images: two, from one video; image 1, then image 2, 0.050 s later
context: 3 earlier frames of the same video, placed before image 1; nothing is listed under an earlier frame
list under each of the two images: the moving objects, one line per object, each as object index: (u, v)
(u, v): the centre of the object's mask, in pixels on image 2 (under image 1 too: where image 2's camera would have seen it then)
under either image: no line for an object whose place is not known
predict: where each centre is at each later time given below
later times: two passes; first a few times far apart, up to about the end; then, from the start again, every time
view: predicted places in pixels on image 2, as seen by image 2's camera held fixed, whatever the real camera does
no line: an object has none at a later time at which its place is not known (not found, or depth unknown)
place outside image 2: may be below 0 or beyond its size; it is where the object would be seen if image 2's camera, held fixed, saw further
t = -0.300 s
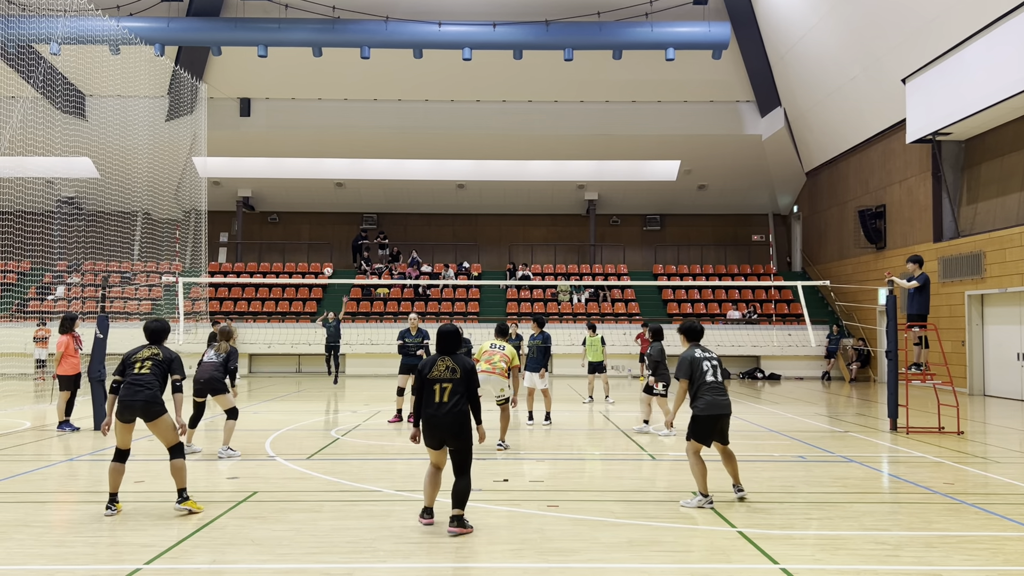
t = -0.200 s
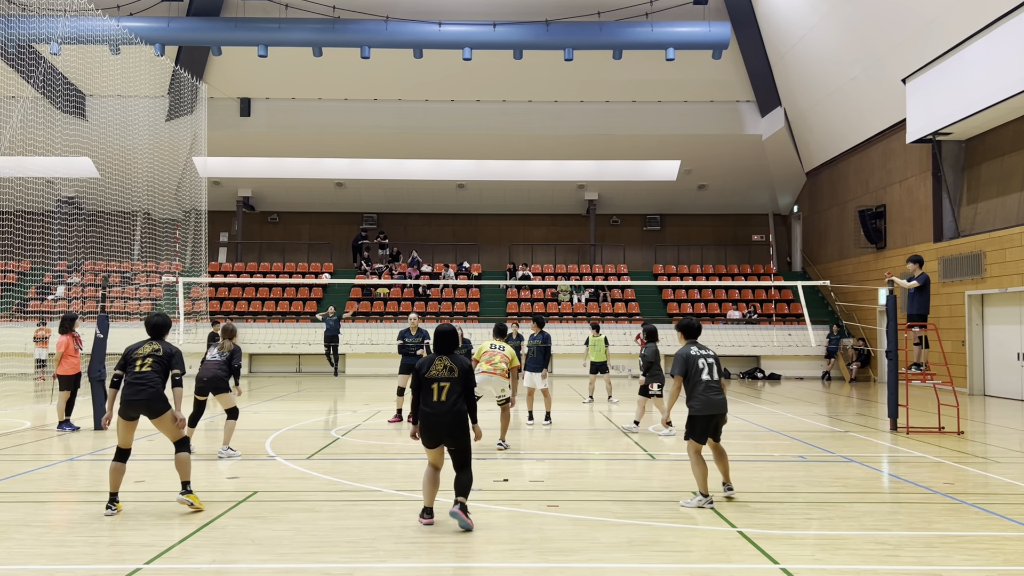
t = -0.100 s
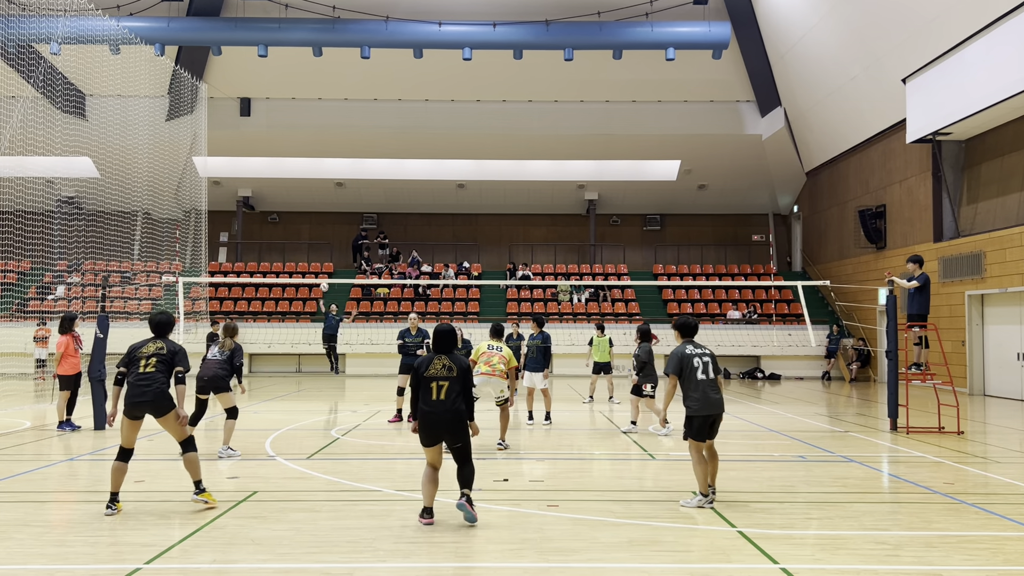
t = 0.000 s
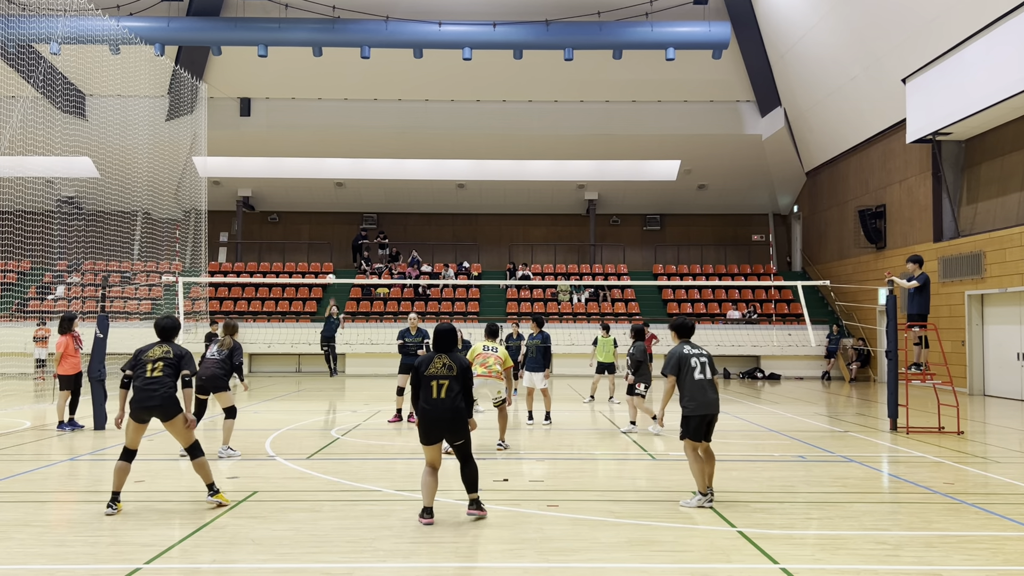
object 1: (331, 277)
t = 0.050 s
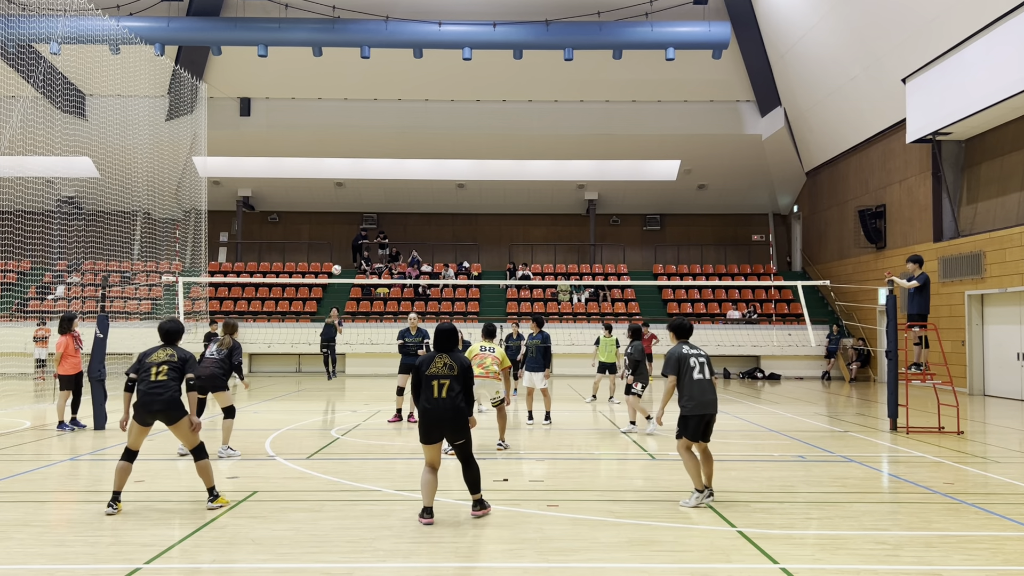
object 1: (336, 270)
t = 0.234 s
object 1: (363, 242)
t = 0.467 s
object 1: (411, 219)
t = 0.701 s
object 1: (483, 215)
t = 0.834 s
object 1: (542, 228)
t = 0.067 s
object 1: (338, 267)
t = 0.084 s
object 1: (340, 264)
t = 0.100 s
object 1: (342, 262)
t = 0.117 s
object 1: (345, 259)
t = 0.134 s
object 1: (347, 256)
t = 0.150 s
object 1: (349, 254)
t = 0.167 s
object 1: (352, 251)
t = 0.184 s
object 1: (354, 249)
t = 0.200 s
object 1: (357, 247)
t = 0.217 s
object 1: (360, 244)
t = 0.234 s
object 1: (363, 242)
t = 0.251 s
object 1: (366, 240)
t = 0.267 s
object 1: (368, 238)
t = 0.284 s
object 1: (371, 236)
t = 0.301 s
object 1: (374, 234)
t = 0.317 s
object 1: (378, 232)
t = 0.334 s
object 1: (381, 230)
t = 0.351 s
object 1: (384, 228)
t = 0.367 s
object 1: (388, 227)
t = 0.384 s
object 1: (392, 225)
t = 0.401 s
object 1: (395, 224)
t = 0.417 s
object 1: (399, 222)
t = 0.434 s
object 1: (403, 221)
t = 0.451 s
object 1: (407, 220)
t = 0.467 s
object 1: (411, 219)
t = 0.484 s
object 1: (415, 218)
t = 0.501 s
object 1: (419, 217)
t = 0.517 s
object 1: (424, 216)
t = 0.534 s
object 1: (428, 215)
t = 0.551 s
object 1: (433, 215)
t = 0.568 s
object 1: (438, 214)
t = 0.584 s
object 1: (443, 214)
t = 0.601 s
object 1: (448, 214)
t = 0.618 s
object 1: (453, 214)
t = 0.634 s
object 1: (459, 214)
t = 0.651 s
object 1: (465, 213)
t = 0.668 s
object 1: (470, 214)
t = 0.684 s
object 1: (476, 214)
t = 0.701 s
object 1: (483, 215)
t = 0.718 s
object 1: (489, 215)
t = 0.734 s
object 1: (496, 216)
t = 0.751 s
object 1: (503, 217)
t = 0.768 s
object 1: (510, 219)
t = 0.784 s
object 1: (517, 221)
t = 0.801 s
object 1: (525, 223)
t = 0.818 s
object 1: (533, 225)
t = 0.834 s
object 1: (542, 228)
